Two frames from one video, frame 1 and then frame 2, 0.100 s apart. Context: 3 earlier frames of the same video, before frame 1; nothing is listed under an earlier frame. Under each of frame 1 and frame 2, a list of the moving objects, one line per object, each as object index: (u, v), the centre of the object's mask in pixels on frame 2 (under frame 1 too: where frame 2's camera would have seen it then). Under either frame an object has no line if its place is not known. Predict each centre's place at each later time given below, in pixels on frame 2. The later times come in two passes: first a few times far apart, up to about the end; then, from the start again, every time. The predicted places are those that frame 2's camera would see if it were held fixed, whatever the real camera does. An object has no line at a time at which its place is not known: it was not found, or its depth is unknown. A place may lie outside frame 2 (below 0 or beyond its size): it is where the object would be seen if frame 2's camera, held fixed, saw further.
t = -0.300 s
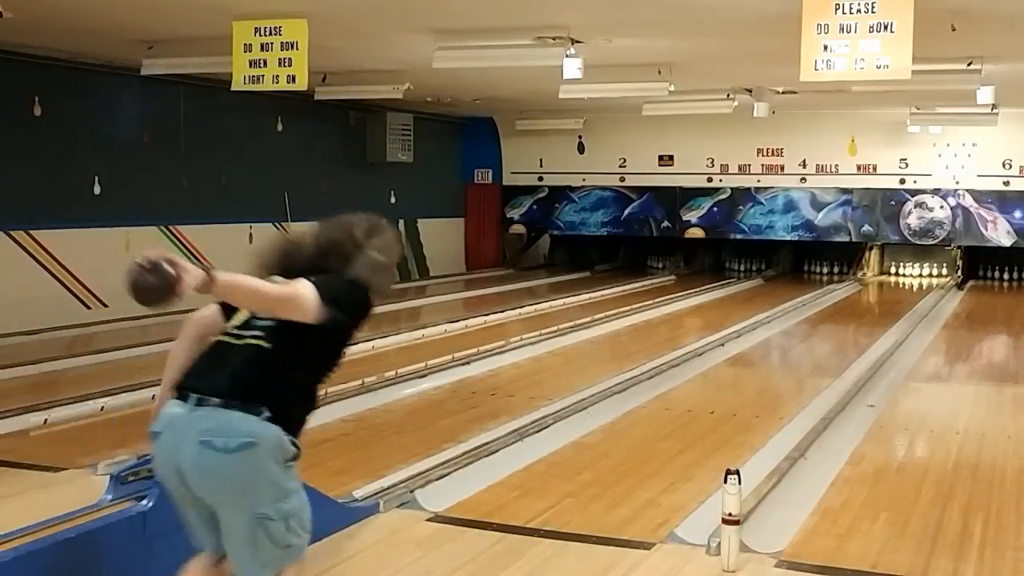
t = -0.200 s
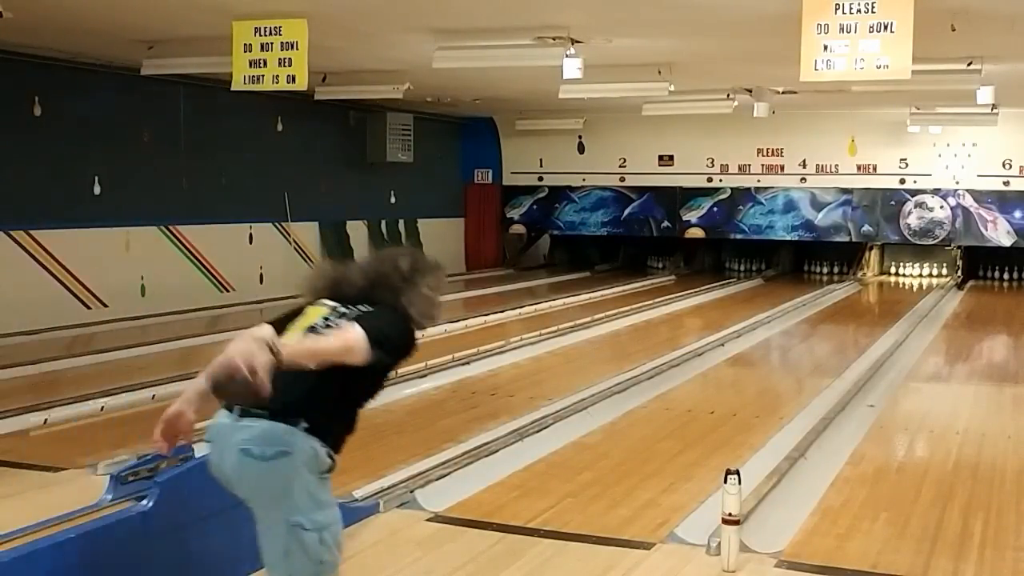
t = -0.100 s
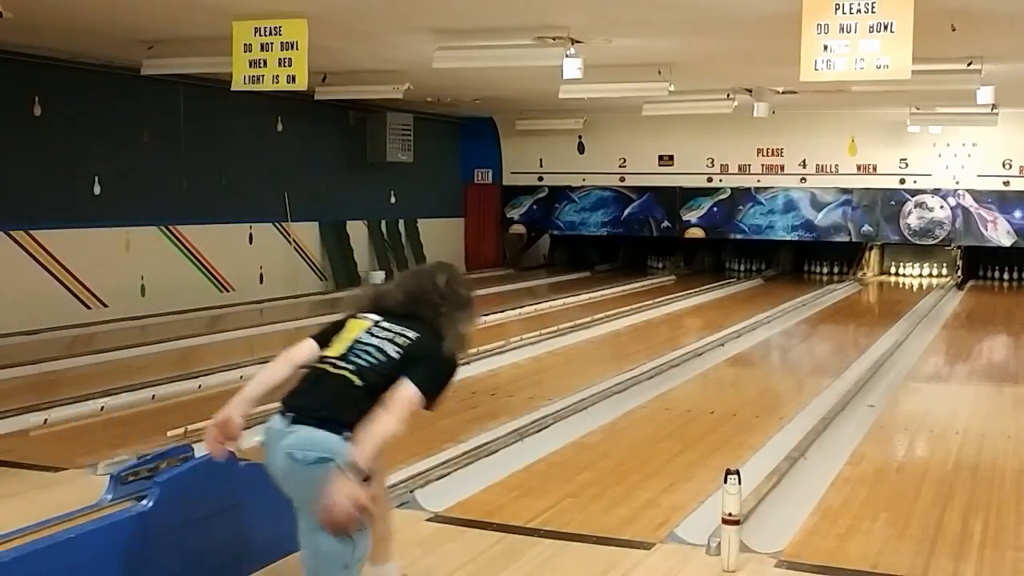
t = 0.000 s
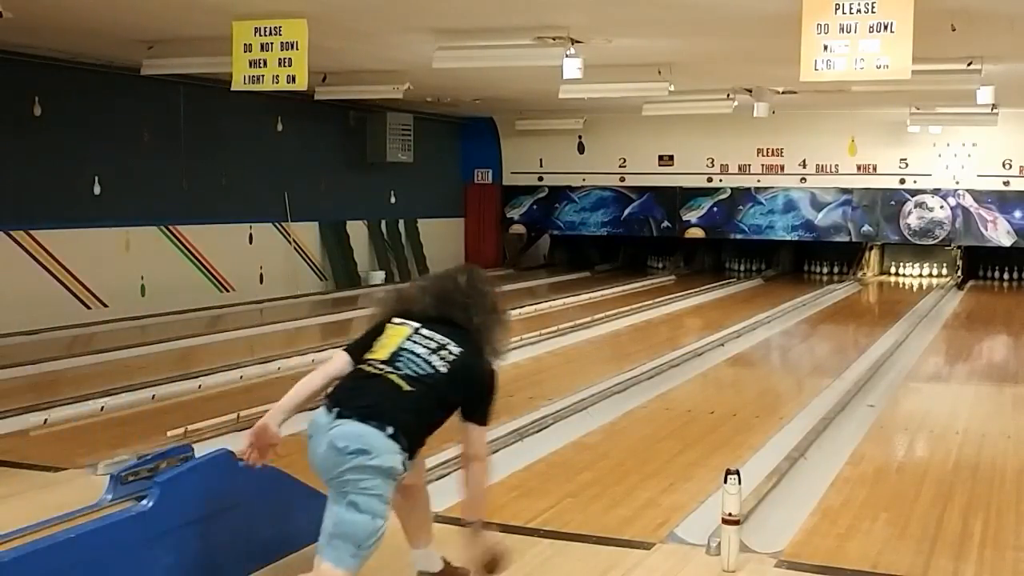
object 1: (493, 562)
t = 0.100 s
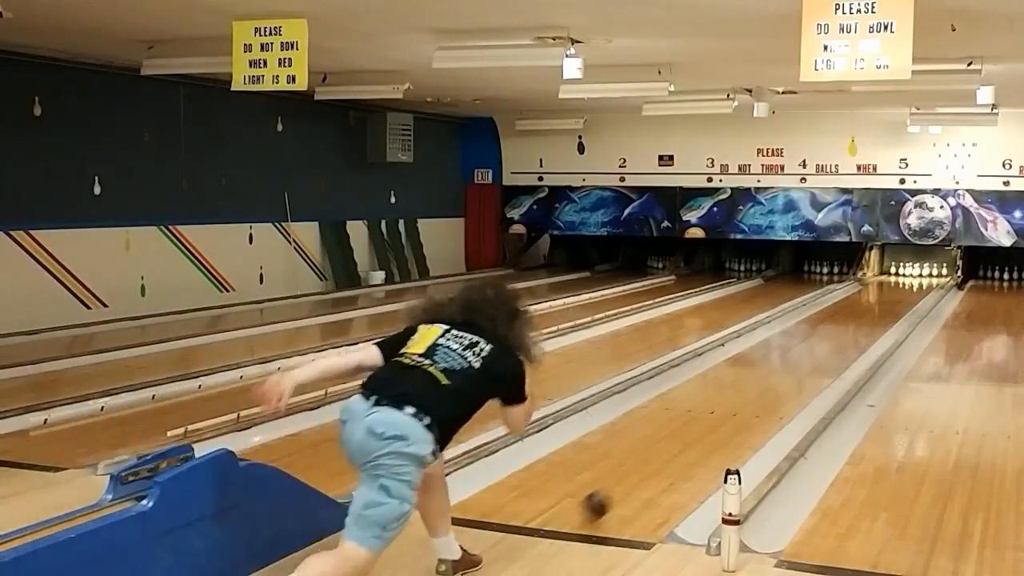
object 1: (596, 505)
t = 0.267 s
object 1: (701, 433)
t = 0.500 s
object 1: (783, 374)
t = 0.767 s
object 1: (836, 336)
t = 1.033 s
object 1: (870, 312)
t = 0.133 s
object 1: (622, 486)
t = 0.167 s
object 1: (646, 471)
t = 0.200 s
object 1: (666, 459)
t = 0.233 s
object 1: (685, 445)
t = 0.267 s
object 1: (701, 433)
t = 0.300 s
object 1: (717, 422)
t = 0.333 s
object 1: (730, 412)
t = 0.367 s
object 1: (743, 404)
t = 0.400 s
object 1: (754, 395)
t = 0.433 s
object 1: (765, 388)
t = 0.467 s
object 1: (775, 381)
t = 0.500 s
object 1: (783, 374)
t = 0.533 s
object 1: (792, 368)
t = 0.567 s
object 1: (799, 363)
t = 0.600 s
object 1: (807, 358)
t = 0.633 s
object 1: (813, 353)
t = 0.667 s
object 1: (819, 349)
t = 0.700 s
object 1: (825, 344)
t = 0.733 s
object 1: (831, 340)
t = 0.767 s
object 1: (836, 336)
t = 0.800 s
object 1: (841, 333)
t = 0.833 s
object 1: (846, 330)
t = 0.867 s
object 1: (850, 326)
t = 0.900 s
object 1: (855, 324)
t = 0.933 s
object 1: (858, 321)
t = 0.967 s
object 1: (862, 318)
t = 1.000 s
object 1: (866, 315)
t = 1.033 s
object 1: (870, 312)
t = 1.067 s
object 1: (873, 310)
